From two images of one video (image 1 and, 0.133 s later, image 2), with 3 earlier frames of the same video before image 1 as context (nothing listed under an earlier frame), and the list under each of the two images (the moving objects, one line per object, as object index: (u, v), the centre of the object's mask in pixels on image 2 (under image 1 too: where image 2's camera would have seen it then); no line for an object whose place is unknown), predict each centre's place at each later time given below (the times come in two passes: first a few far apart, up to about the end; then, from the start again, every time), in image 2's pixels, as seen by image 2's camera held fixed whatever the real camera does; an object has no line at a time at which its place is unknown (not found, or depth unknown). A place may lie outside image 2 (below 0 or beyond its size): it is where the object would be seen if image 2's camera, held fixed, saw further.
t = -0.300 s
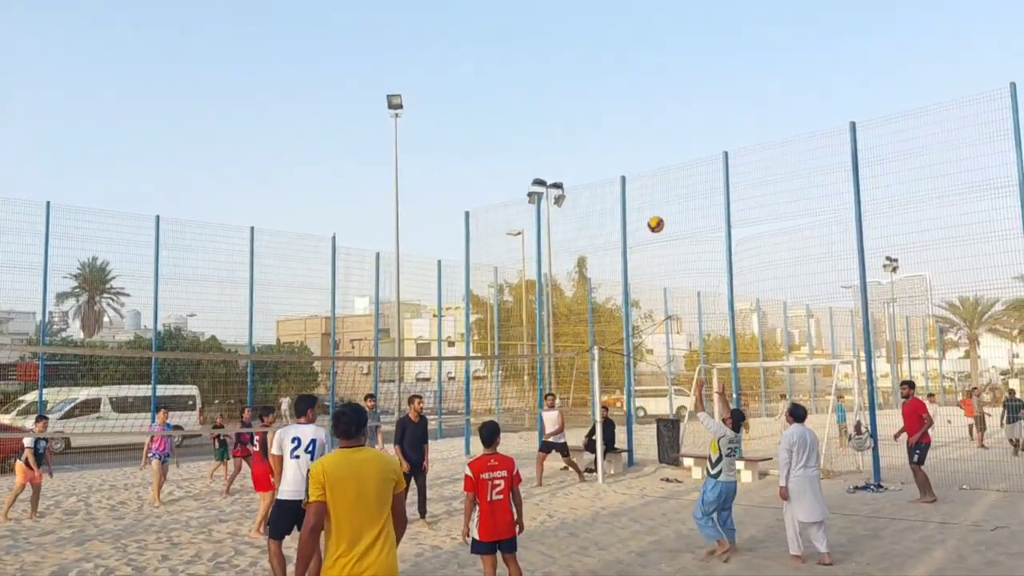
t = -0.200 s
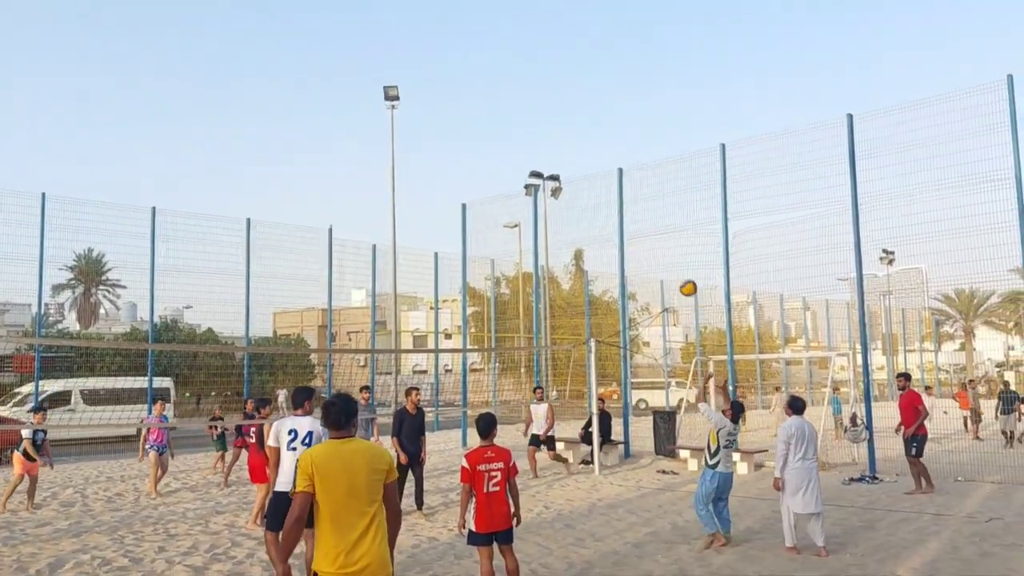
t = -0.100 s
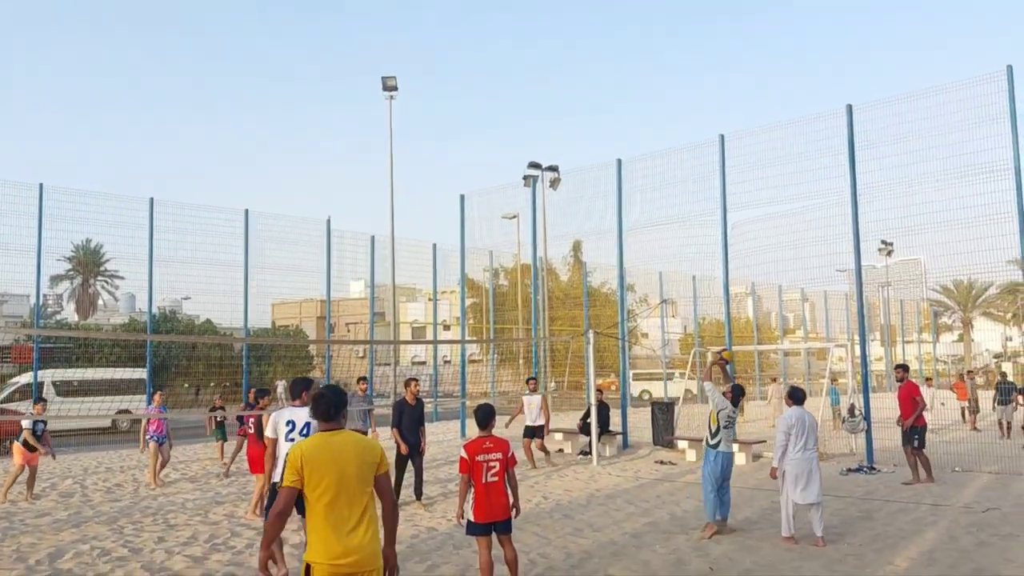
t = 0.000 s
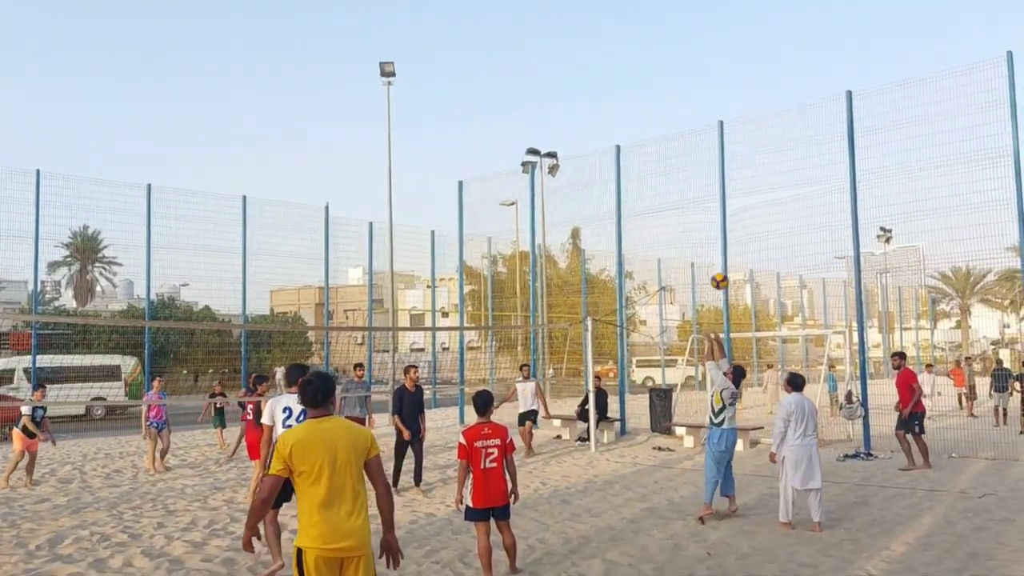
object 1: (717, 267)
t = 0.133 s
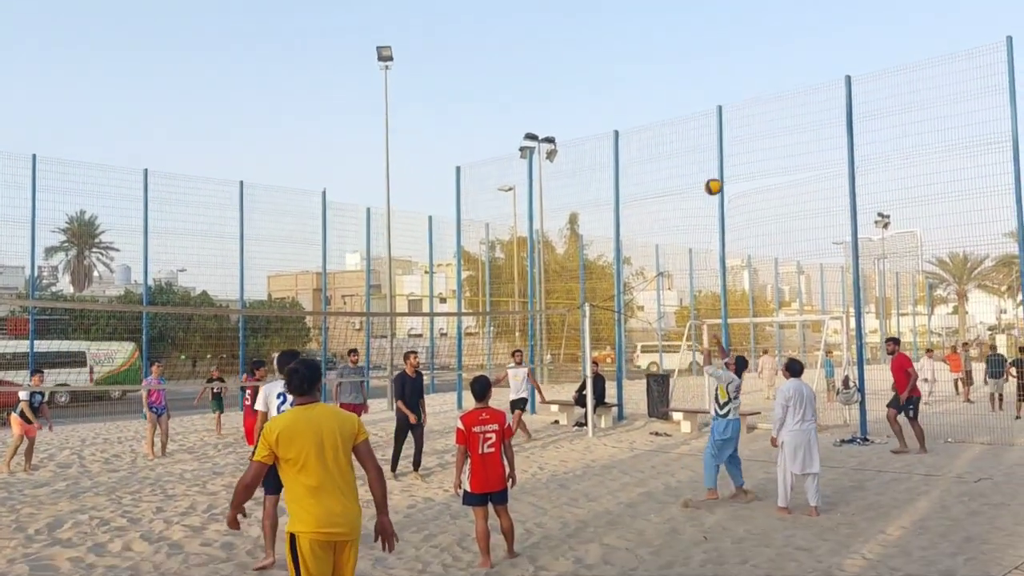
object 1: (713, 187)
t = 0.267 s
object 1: (709, 123)
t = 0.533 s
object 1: (702, 41)
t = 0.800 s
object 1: (698, 18)
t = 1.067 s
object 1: (694, 50)
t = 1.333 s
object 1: (692, 135)
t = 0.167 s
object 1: (712, 169)
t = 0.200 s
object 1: (711, 153)
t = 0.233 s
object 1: (710, 137)
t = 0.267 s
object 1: (709, 123)
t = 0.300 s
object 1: (708, 109)
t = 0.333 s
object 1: (707, 97)
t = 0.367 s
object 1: (706, 85)
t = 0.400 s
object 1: (705, 75)
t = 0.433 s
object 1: (704, 65)
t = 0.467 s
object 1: (703, 56)
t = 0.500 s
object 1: (703, 49)
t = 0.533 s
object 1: (702, 41)
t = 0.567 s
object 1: (701, 36)
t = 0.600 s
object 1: (701, 31)
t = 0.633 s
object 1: (700, 26)
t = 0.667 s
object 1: (699, 23)
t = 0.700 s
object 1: (699, 21)
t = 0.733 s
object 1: (698, 19)
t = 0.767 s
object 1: (698, 18)
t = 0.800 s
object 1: (698, 18)
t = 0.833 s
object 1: (697, 19)
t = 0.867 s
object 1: (696, 21)
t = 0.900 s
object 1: (696, 24)
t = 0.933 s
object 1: (696, 27)
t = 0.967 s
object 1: (695, 32)
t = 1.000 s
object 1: (695, 37)
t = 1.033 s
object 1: (694, 43)
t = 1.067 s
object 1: (694, 50)
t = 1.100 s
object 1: (694, 58)
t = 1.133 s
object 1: (693, 67)
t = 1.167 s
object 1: (693, 76)
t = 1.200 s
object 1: (693, 86)
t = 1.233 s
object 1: (693, 97)
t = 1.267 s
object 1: (692, 109)
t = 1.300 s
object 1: (692, 122)
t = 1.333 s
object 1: (692, 135)
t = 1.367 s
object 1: (691, 149)
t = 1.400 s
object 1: (691, 164)
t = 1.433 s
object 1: (691, 180)
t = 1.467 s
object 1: (691, 196)
